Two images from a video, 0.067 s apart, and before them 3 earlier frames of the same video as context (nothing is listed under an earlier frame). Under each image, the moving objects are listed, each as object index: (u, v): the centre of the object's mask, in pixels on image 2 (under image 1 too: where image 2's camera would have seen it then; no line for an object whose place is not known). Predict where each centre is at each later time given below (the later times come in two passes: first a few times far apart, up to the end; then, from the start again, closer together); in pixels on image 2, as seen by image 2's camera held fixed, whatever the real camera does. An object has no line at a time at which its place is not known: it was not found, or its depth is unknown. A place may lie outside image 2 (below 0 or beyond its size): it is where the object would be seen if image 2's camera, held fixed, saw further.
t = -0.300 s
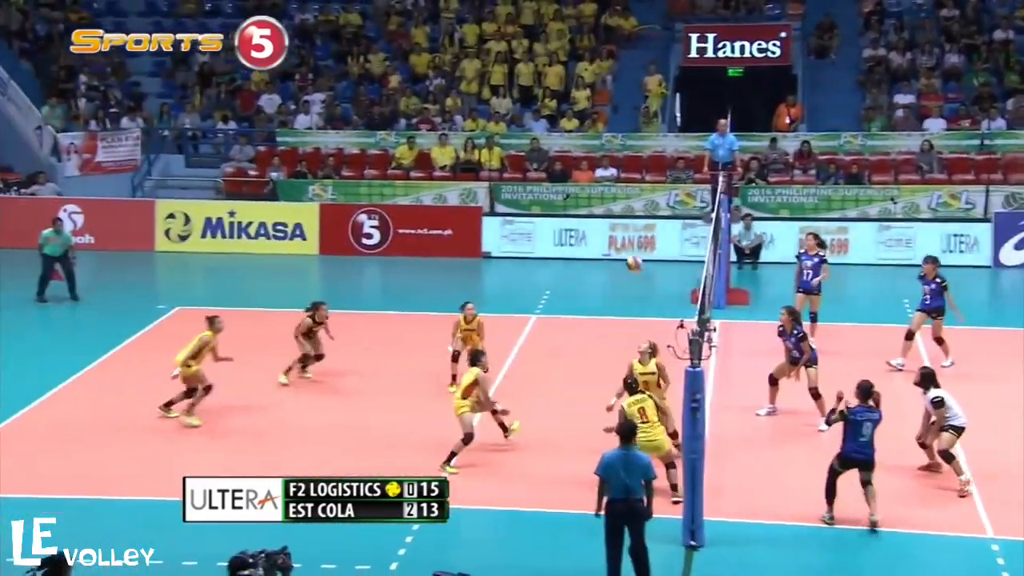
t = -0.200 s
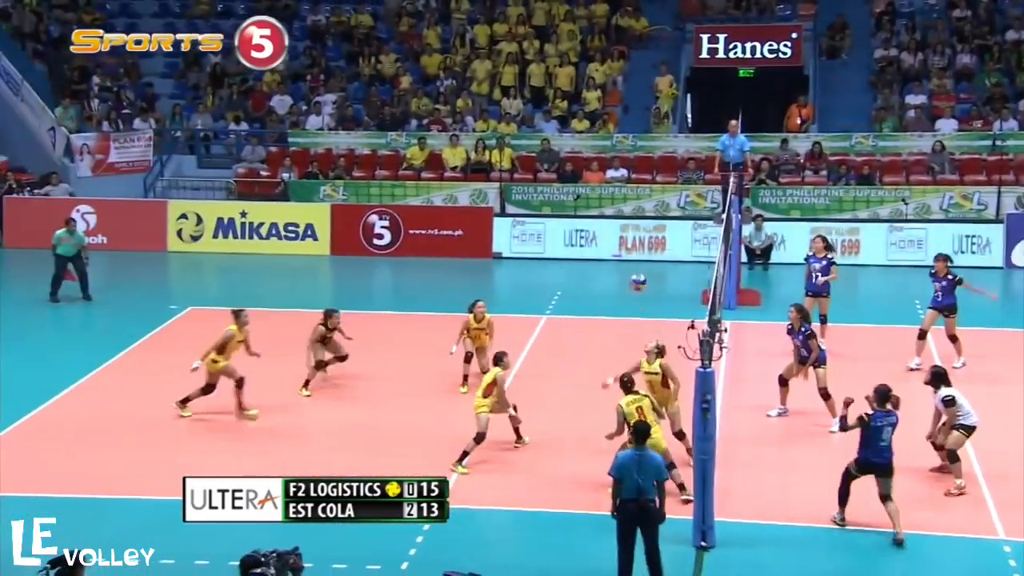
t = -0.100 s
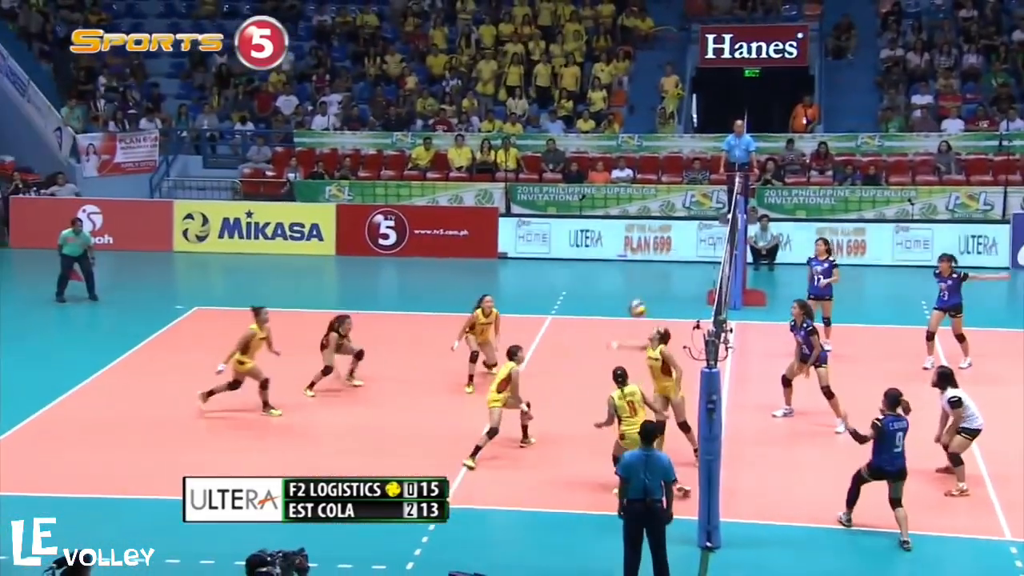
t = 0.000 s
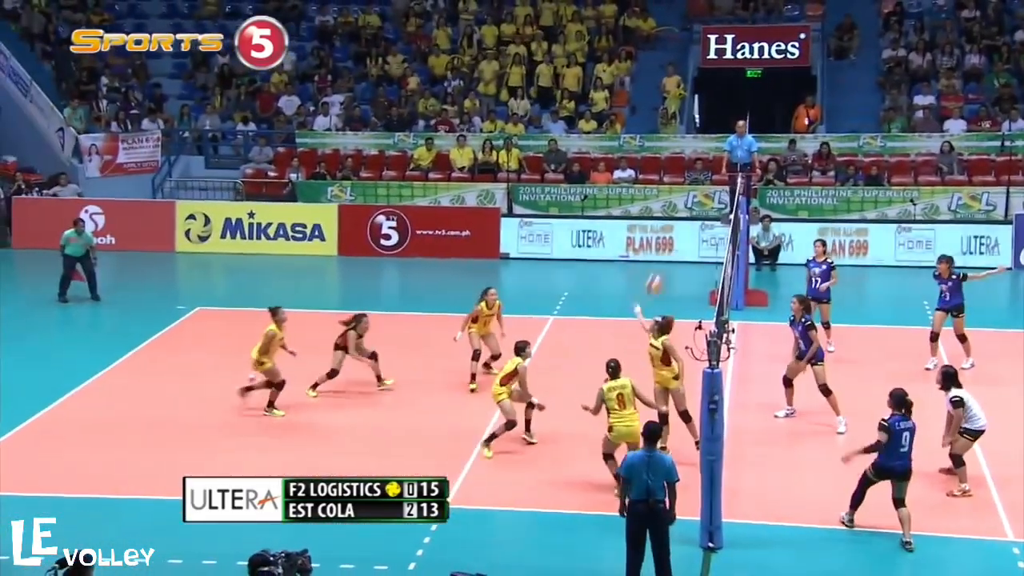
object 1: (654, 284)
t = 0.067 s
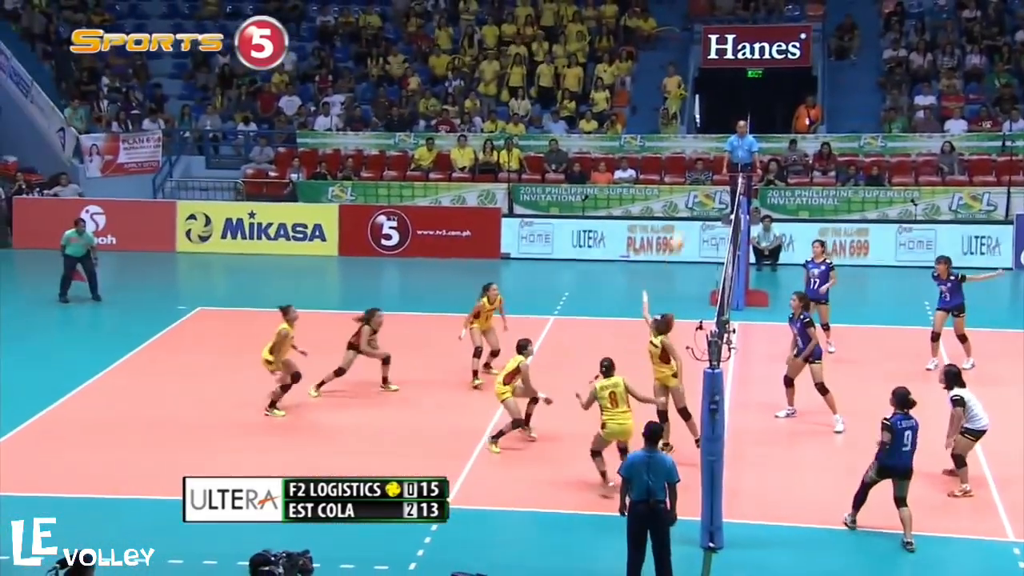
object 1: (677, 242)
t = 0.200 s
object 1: (716, 170)
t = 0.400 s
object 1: (772, 101)
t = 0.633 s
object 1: (831, 60)
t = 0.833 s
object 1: (875, 58)
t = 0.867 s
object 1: (881, 61)
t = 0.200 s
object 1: (716, 170)
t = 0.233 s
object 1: (725, 160)
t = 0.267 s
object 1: (736, 146)
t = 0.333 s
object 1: (755, 121)
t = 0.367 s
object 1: (763, 110)
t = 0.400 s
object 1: (772, 101)
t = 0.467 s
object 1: (790, 85)
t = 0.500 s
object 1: (798, 78)
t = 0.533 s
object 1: (806, 72)
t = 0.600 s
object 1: (823, 63)
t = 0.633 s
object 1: (831, 60)
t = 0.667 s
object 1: (839, 57)
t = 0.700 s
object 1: (847, 55)
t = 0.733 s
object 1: (854, 55)
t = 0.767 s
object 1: (861, 55)
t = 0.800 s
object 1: (868, 56)
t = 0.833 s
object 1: (875, 58)
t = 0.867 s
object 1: (881, 61)
